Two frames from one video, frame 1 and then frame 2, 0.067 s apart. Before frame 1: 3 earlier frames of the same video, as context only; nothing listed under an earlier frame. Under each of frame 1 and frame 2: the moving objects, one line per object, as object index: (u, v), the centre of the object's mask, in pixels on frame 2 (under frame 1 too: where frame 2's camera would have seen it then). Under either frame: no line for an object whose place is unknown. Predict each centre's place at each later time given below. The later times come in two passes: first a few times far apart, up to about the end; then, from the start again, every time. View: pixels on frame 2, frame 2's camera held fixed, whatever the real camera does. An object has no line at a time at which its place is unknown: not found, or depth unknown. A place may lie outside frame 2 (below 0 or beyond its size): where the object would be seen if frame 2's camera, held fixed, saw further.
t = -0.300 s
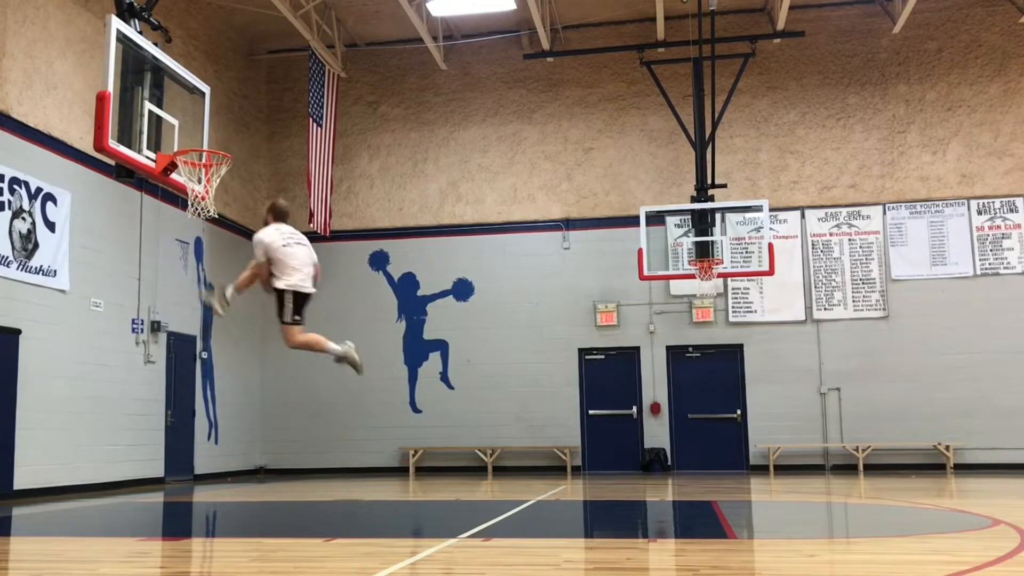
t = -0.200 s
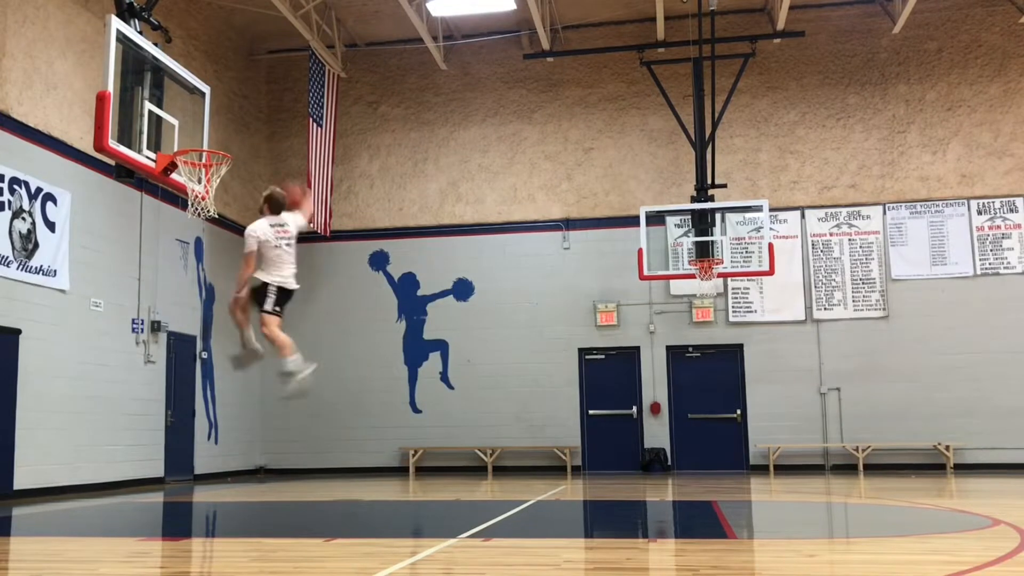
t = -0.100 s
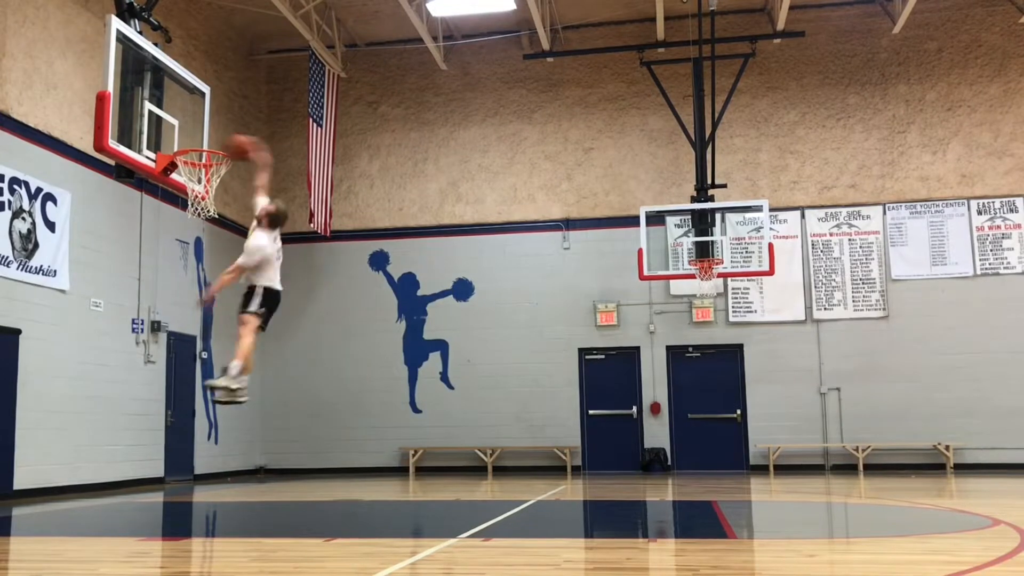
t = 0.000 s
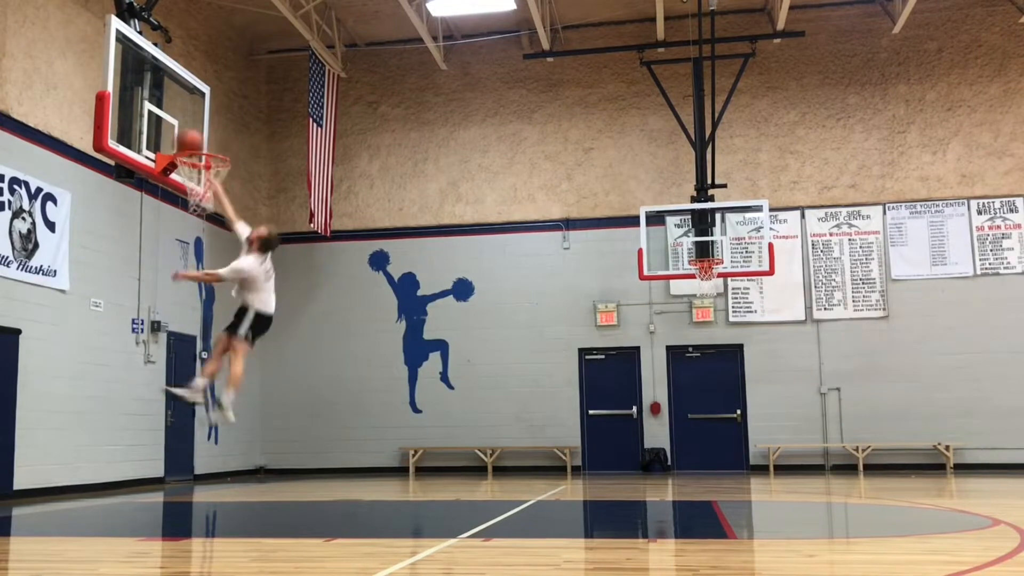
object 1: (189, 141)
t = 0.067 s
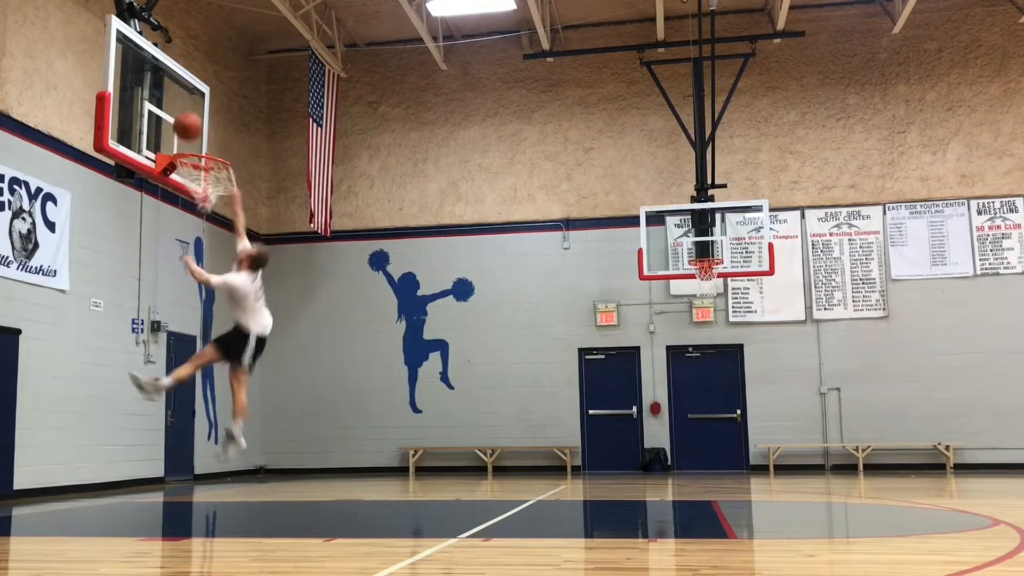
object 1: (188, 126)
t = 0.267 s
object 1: (193, 98)
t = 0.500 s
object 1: (198, 119)
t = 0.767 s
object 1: (196, 122)
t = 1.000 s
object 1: (189, 163)
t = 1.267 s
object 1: (180, 302)
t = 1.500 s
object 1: (170, 511)
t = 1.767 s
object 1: (165, 343)
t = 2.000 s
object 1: (158, 270)
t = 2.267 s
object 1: (148, 281)
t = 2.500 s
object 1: (136, 387)
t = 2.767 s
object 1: (123, 472)
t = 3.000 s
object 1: (119, 375)
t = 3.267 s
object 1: (110, 378)
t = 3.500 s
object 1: (99, 494)
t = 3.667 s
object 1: (94, 489)
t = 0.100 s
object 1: (189, 118)
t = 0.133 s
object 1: (190, 112)
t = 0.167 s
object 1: (191, 107)
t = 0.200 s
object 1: (192, 102)
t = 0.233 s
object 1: (192, 99)
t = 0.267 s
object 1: (193, 98)
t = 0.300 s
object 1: (194, 97)
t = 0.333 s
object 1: (195, 98)
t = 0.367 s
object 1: (195, 99)
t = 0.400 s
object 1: (196, 102)
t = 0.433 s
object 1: (197, 107)
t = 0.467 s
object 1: (197, 112)
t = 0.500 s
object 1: (198, 119)
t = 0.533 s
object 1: (199, 127)
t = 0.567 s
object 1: (200, 136)
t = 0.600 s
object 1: (199, 131)
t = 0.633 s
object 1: (198, 127)
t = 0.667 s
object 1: (197, 124)
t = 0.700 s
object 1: (197, 122)
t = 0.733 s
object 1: (196, 122)
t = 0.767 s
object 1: (196, 122)
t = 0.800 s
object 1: (195, 124)
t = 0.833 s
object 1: (194, 127)
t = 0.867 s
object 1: (193, 131)
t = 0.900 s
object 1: (192, 137)
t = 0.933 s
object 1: (191, 144)
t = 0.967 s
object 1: (190, 153)
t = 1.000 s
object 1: (189, 163)
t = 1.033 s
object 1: (188, 175)
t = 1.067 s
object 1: (188, 190)
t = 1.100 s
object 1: (186, 203)
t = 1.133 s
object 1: (185, 222)
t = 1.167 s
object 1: (184, 238)
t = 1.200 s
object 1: (181, 259)
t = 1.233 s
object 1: (181, 280)
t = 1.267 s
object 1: (180, 302)
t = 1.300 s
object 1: (179, 326)
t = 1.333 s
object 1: (178, 355)
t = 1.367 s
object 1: (177, 383)
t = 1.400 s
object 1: (175, 415)
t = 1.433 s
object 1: (174, 447)
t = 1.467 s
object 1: (172, 482)
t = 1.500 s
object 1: (170, 511)
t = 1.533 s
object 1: (170, 487)
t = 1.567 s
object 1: (169, 461)
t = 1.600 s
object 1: (168, 439)
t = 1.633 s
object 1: (168, 417)
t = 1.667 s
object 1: (167, 396)
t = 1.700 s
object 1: (167, 376)
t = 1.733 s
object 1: (166, 359)
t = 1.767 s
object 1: (165, 343)
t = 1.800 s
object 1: (164, 327)
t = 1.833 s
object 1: (163, 315)
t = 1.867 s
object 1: (162, 302)
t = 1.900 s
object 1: (161, 292)
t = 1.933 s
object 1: (160, 283)
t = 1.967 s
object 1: (159, 275)
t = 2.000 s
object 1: (158, 270)
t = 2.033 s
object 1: (157, 266)
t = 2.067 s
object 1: (156, 263)
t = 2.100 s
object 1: (155, 262)
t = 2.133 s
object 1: (154, 262)
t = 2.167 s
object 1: (152, 265)
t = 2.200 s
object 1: (151, 269)
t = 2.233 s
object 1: (150, 274)
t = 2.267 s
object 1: (148, 281)
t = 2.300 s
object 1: (147, 290)
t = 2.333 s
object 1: (145, 302)
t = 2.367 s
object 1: (143, 315)
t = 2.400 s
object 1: (141, 330)
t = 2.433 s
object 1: (139, 347)
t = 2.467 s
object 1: (138, 366)
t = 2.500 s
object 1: (136, 387)
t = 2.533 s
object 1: (133, 410)
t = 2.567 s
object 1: (131, 436)
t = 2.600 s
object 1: (129, 463)
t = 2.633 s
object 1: (127, 495)
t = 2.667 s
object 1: (124, 526)
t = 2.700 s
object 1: (124, 517)
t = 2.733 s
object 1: (123, 494)
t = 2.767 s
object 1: (123, 472)
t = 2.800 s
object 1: (123, 452)
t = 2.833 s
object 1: (122, 435)
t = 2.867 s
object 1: (122, 419)
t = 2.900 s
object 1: (121, 406)
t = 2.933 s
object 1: (121, 394)
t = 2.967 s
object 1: (120, 384)
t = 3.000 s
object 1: (119, 375)
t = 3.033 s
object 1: (118, 369)
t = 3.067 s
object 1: (117, 364)
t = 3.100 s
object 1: (116, 362)
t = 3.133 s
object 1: (115, 361)
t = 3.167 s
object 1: (114, 362)
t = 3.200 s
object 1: (113, 365)
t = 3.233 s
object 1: (112, 371)
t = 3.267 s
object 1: (110, 378)
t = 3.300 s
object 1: (109, 387)
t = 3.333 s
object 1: (108, 399)
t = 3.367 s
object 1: (106, 413)
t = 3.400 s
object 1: (104, 430)
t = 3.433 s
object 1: (102, 449)
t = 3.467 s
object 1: (100, 469)
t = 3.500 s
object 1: (99, 494)
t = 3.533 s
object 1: (96, 520)
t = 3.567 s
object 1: (94, 543)
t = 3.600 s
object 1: (94, 526)
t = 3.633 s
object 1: (94, 506)
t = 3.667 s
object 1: (94, 489)
